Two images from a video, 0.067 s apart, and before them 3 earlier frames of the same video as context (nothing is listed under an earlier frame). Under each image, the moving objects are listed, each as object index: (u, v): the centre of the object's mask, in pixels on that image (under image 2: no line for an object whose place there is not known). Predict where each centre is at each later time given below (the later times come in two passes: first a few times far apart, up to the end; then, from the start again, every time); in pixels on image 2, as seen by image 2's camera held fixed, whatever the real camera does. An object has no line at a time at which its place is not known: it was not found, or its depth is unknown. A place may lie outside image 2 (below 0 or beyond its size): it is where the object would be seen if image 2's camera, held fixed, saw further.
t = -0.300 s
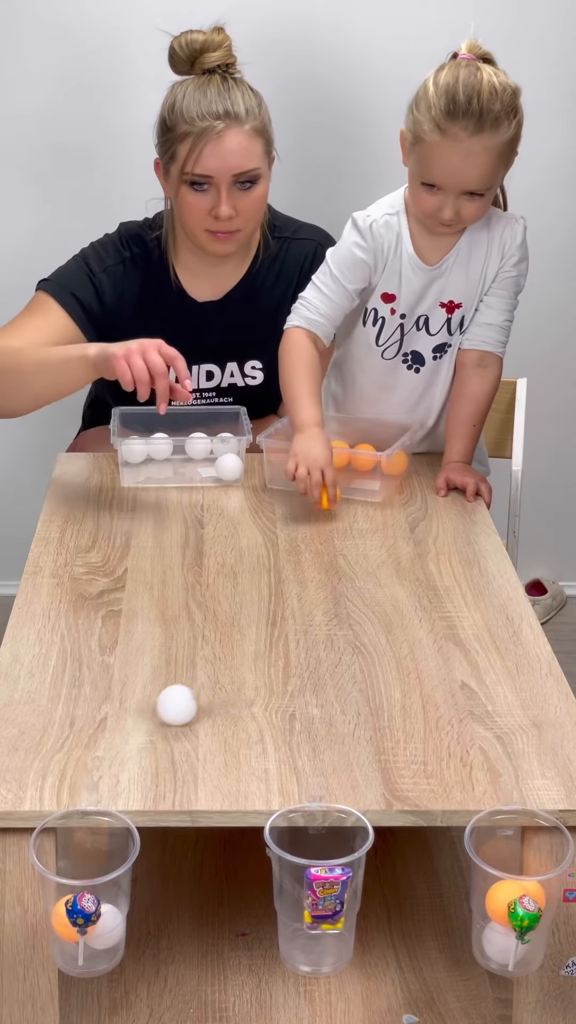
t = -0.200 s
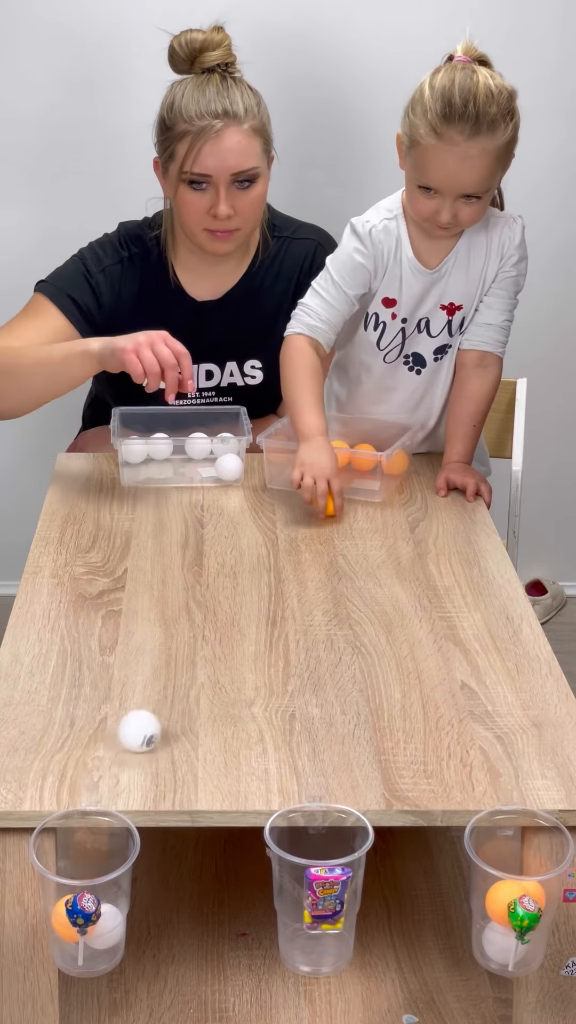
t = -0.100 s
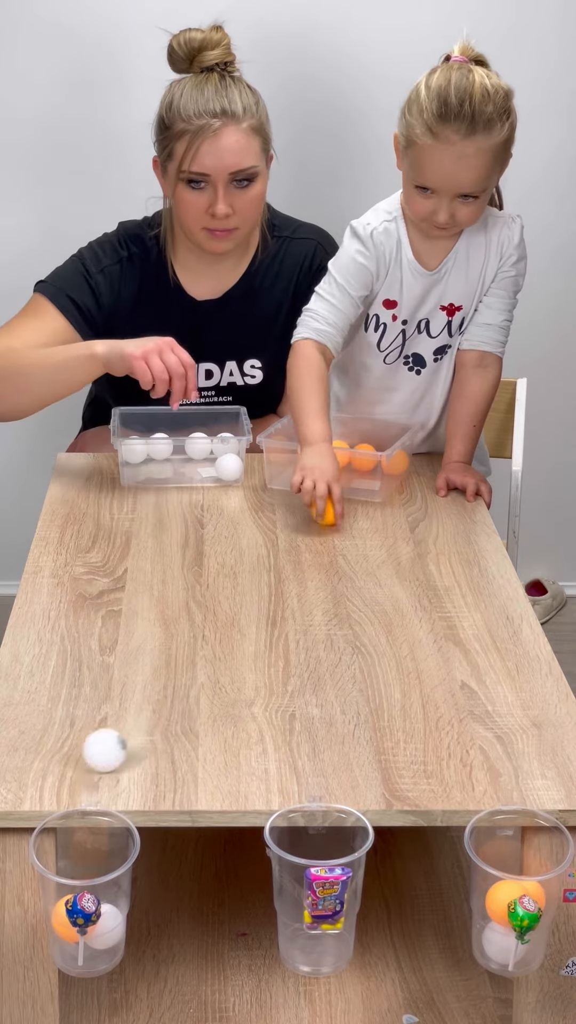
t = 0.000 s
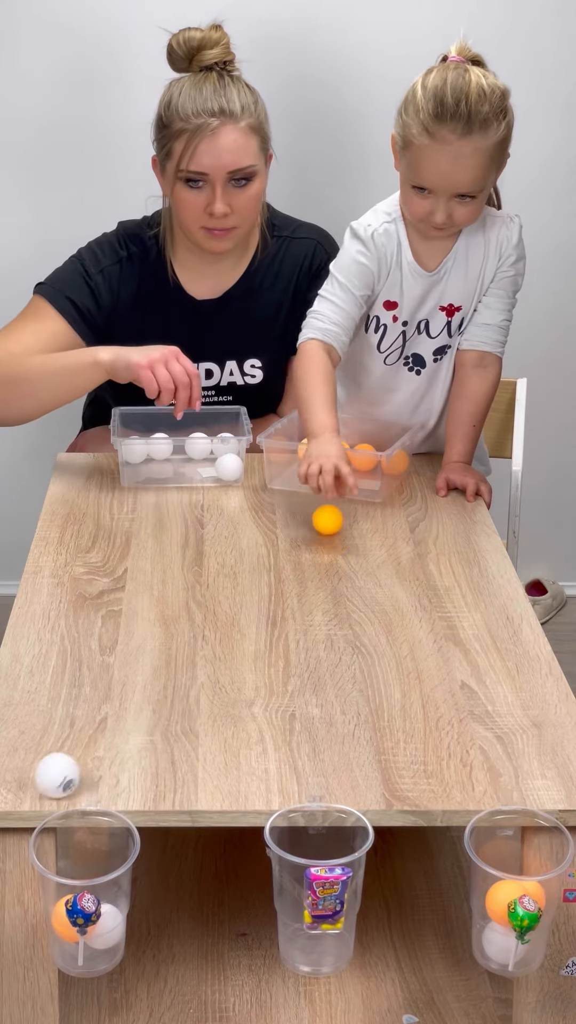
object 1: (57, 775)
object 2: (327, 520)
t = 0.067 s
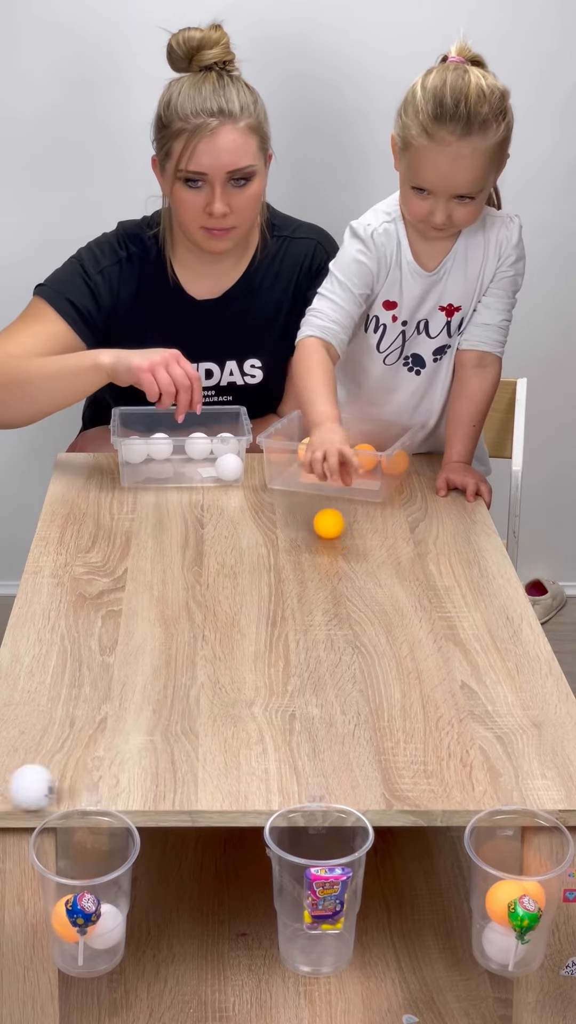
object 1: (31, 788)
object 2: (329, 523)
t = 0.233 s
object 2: (333, 535)
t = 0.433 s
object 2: (341, 552)
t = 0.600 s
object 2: (352, 562)
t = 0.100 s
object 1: (11, 810)
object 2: (330, 527)
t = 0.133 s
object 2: (331, 529)
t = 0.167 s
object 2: (331, 531)
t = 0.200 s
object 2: (332, 533)
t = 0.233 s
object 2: (333, 535)
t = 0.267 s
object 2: (334, 540)
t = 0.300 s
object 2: (335, 542)
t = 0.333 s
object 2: (336, 544)
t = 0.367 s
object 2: (337, 546)
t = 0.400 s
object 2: (338, 548)
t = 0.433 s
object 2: (341, 552)
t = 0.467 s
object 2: (343, 553)
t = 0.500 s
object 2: (344, 555)
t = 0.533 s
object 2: (346, 557)
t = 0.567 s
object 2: (348, 558)
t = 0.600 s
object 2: (352, 562)
